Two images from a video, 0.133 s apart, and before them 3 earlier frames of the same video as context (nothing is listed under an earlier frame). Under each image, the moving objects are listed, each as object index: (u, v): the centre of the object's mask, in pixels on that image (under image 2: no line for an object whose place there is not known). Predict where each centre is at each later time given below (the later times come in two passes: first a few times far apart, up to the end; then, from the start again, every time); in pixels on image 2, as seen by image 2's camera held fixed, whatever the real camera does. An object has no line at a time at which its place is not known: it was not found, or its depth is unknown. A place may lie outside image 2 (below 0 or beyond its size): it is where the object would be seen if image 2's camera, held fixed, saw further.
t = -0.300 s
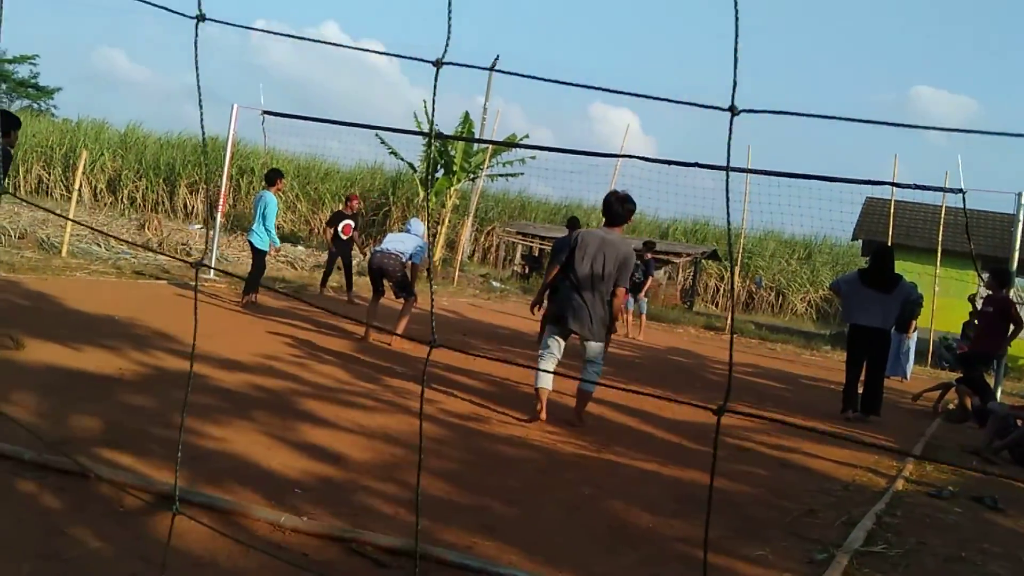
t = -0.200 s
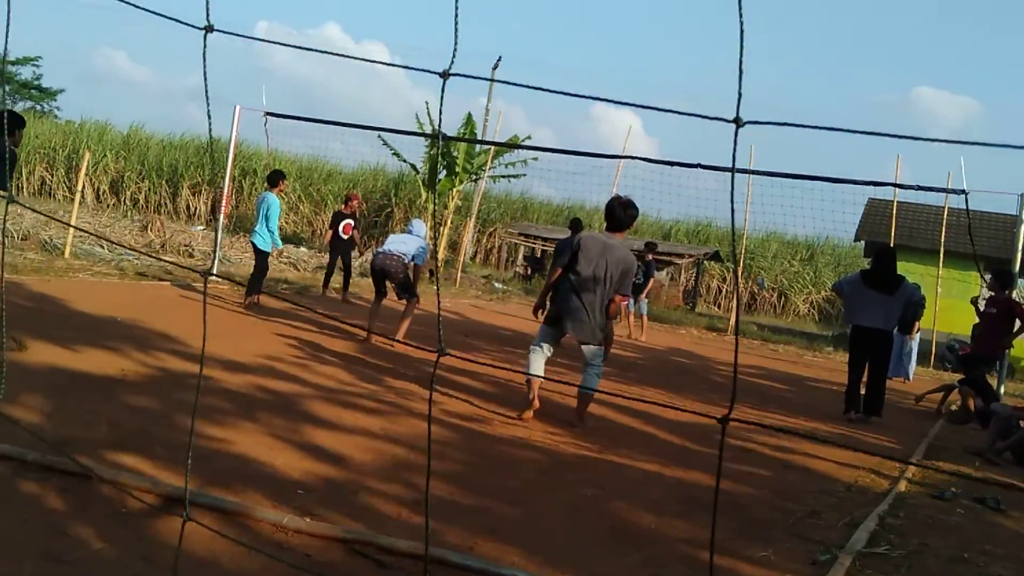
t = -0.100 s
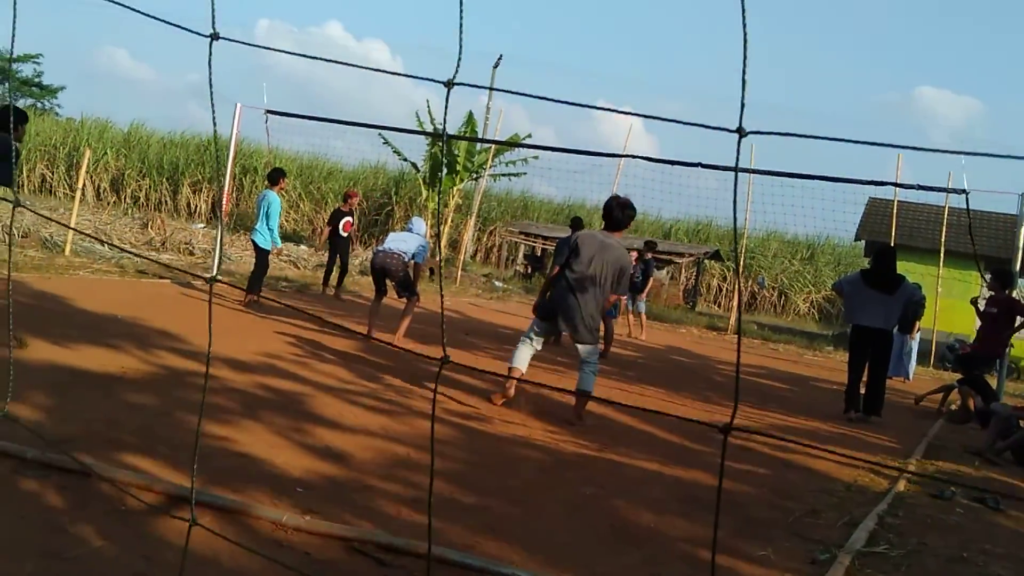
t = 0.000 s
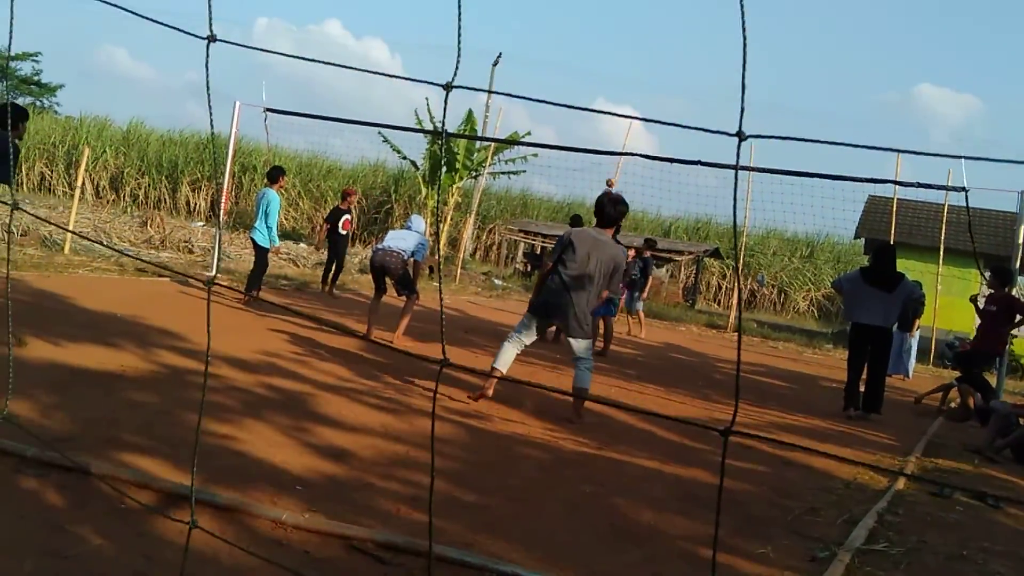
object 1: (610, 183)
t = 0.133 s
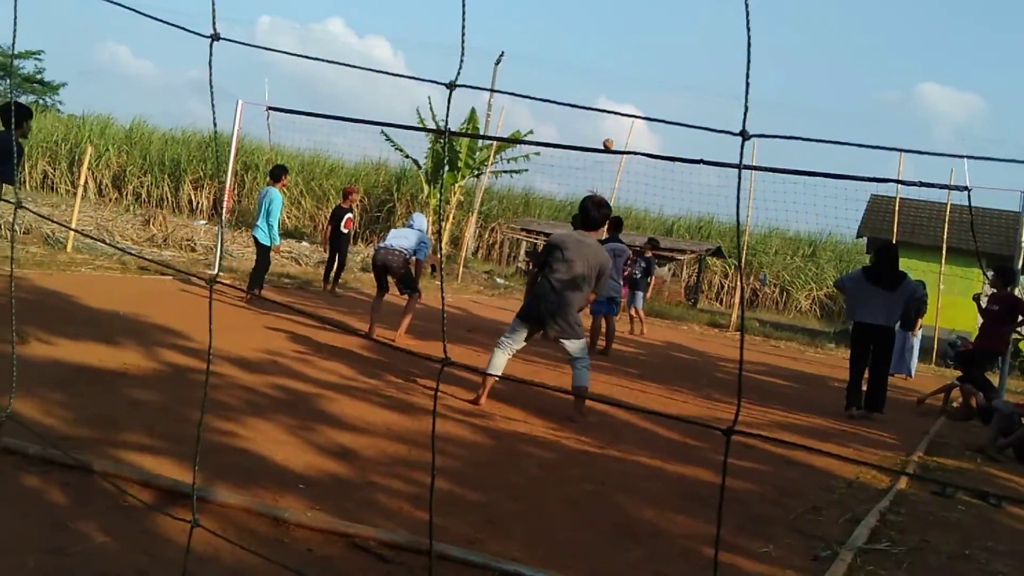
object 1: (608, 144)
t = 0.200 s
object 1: (605, 128)
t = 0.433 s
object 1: (596, 84)
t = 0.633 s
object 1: (586, 67)
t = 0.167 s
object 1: (607, 135)
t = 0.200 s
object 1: (605, 128)
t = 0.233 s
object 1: (604, 120)
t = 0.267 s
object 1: (602, 112)
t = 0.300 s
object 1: (602, 106)
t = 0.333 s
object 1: (600, 99)
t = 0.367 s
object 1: (599, 94)
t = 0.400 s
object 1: (597, 88)
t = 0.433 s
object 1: (596, 84)
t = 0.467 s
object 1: (594, 79)
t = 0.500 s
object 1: (593, 76)
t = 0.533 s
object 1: (592, 72)
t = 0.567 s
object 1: (590, 70)
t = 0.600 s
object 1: (588, 68)
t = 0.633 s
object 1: (586, 67)
